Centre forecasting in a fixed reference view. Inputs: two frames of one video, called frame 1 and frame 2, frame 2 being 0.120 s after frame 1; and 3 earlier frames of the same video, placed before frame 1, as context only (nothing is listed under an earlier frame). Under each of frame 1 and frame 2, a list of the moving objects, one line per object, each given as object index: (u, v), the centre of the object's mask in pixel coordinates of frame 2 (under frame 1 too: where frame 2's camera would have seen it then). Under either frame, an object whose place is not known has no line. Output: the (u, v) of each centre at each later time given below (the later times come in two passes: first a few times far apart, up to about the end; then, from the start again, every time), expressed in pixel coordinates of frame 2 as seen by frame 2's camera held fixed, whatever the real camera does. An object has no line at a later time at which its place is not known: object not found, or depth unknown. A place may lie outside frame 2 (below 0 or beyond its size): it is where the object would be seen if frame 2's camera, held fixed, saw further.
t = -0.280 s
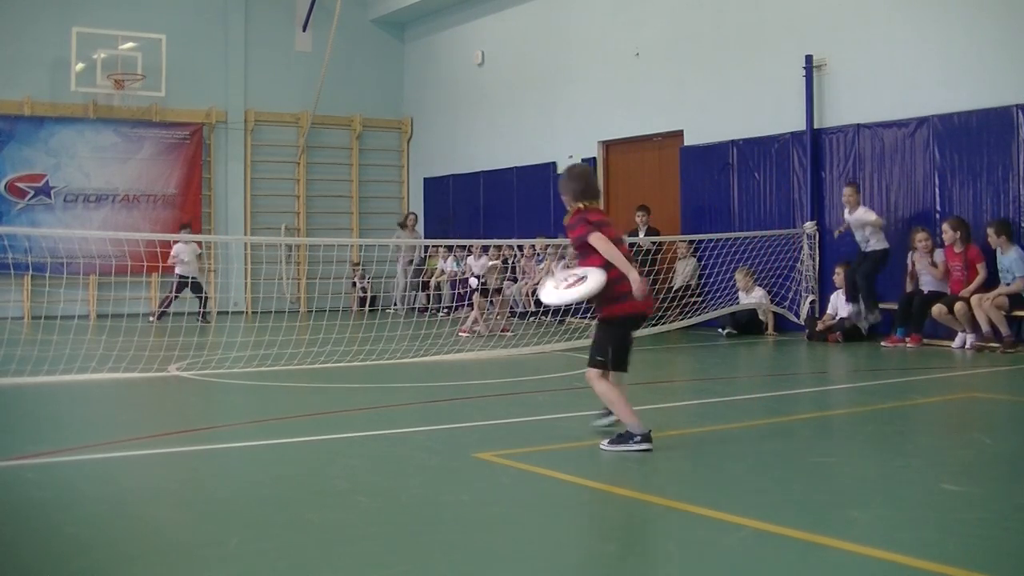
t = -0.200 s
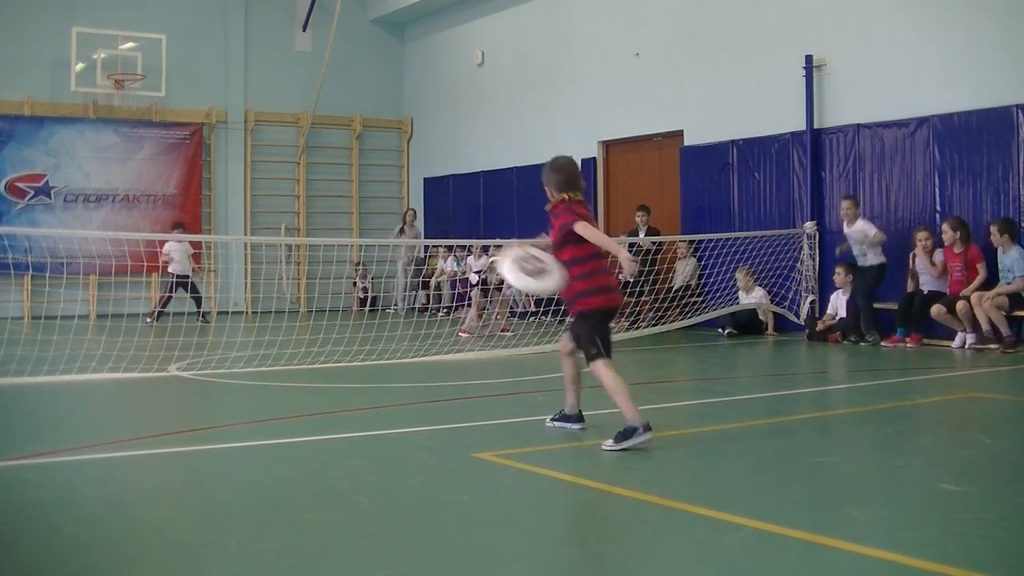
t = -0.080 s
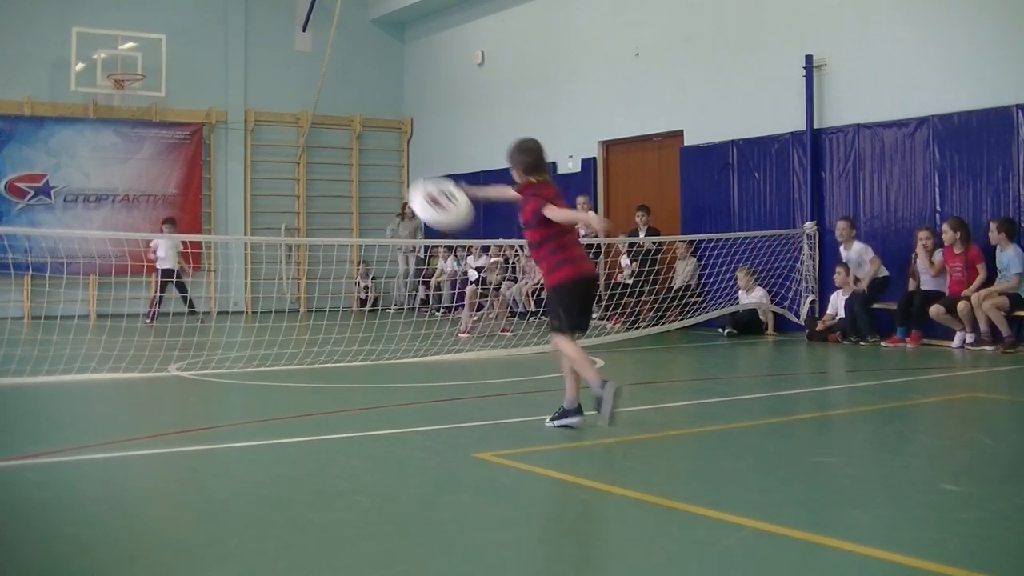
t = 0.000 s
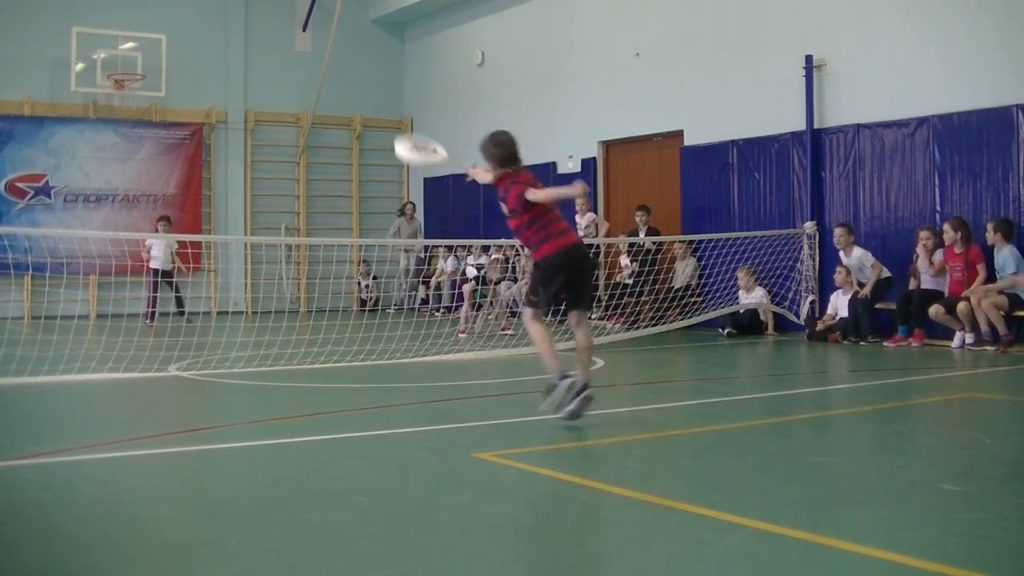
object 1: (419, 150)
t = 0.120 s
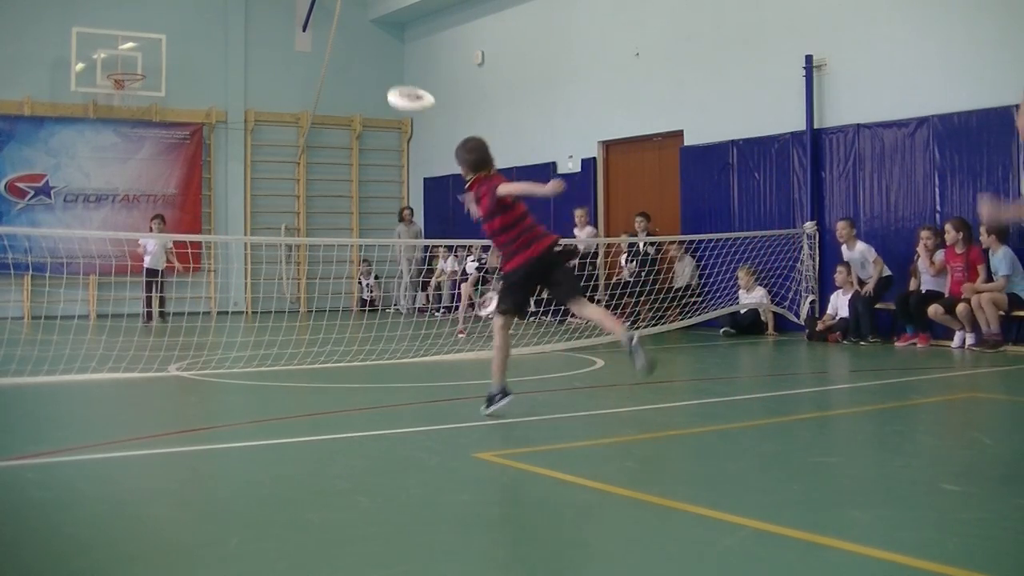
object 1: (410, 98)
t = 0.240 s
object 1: (405, 67)
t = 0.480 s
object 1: (403, 46)
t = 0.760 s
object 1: (407, 66)
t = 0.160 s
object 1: (408, 85)
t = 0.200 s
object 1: (407, 75)
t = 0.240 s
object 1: (405, 67)
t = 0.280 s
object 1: (404, 60)
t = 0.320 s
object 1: (404, 55)
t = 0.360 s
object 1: (403, 51)
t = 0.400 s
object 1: (403, 47)
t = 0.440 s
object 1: (403, 46)
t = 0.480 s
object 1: (403, 46)
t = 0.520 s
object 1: (403, 46)
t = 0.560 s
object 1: (404, 47)
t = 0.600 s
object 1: (404, 49)
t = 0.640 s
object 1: (405, 53)
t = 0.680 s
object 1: (405, 56)
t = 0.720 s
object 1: (406, 61)
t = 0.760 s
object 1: (407, 66)
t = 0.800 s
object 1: (407, 72)
